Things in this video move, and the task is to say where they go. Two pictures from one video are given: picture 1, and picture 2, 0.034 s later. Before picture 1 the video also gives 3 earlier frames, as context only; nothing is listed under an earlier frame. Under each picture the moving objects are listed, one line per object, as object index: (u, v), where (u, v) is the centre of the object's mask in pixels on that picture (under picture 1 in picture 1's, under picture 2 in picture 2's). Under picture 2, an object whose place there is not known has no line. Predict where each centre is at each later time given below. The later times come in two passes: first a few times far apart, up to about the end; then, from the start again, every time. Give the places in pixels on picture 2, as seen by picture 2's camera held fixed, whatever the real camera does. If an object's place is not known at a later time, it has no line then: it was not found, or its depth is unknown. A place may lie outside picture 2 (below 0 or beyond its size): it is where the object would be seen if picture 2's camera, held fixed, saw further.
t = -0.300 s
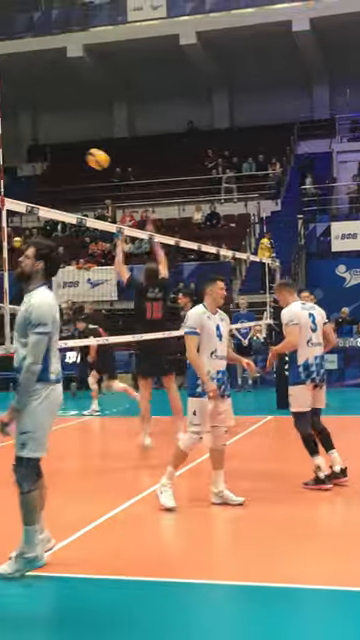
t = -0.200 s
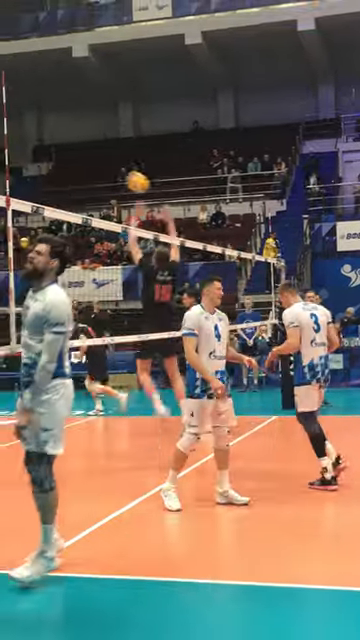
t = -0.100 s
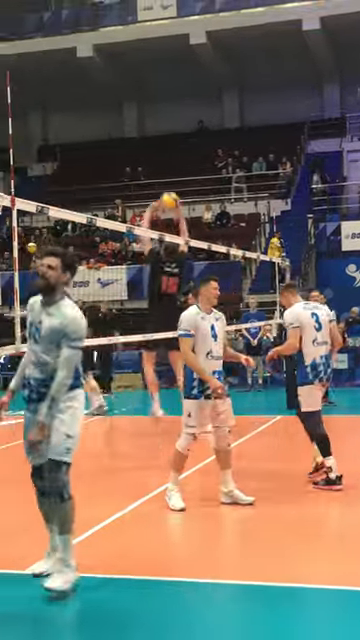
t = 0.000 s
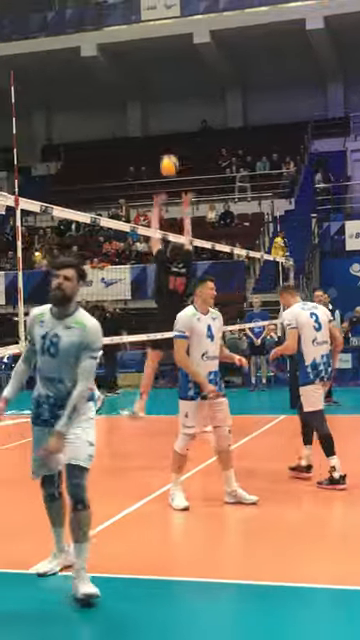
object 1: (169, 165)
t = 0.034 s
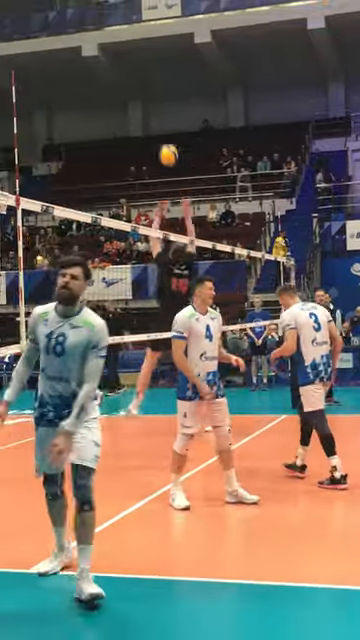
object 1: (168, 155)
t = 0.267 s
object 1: (158, 111)
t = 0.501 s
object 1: (151, 115)
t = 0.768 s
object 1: (145, 175)
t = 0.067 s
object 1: (166, 145)
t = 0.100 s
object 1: (165, 137)
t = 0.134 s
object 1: (164, 130)
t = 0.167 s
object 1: (162, 125)
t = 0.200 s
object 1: (161, 119)
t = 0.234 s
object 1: (159, 114)
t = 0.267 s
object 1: (158, 111)
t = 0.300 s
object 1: (157, 109)
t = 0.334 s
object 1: (156, 107)
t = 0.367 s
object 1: (155, 107)
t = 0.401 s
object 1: (154, 108)
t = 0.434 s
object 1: (152, 109)
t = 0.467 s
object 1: (152, 112)
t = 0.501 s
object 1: (151, 115)
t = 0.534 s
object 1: (150, 120)
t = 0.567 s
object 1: (149, 124)
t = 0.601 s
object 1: (148, 131)
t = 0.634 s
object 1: (147, 138)
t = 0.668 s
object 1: (146, 146)
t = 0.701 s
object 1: (146, 155)
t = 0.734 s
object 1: (145, 164)
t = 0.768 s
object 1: (145, 175)
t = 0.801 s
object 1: (144, 186)
